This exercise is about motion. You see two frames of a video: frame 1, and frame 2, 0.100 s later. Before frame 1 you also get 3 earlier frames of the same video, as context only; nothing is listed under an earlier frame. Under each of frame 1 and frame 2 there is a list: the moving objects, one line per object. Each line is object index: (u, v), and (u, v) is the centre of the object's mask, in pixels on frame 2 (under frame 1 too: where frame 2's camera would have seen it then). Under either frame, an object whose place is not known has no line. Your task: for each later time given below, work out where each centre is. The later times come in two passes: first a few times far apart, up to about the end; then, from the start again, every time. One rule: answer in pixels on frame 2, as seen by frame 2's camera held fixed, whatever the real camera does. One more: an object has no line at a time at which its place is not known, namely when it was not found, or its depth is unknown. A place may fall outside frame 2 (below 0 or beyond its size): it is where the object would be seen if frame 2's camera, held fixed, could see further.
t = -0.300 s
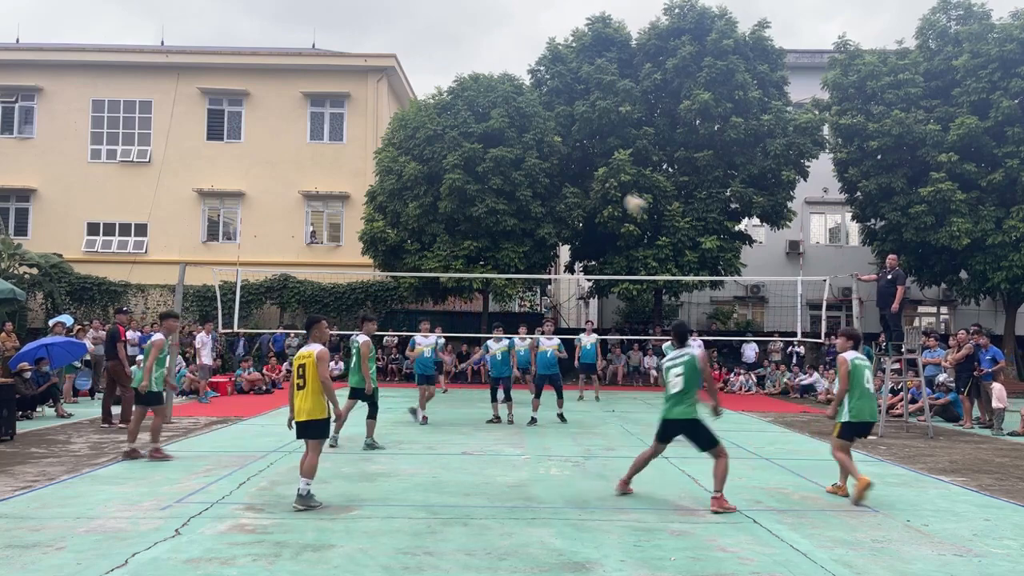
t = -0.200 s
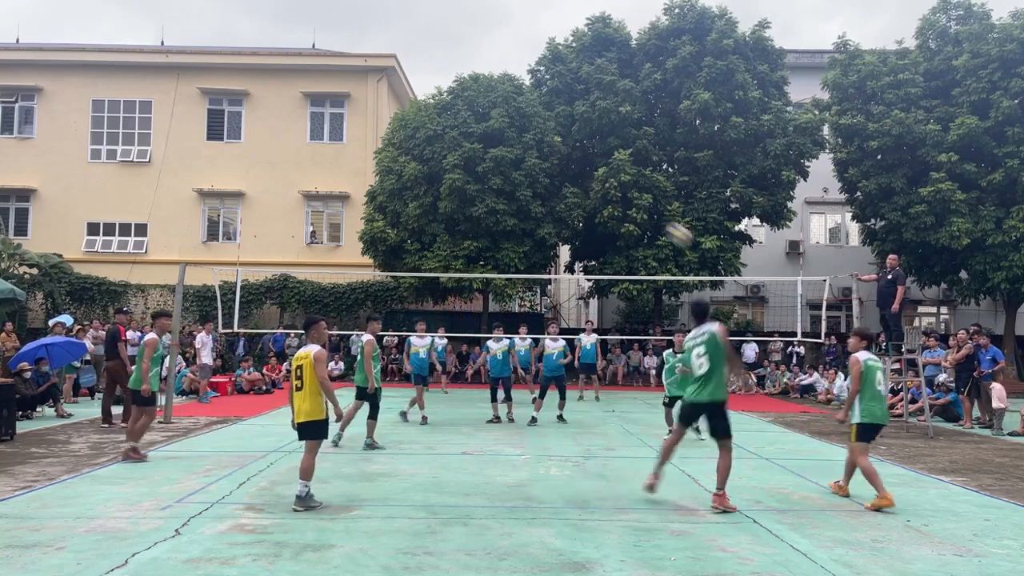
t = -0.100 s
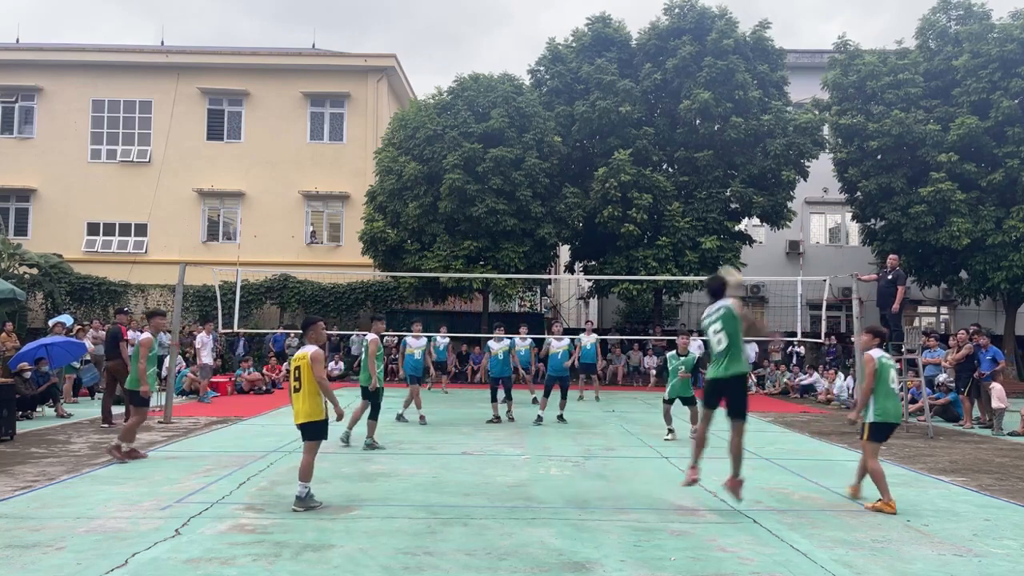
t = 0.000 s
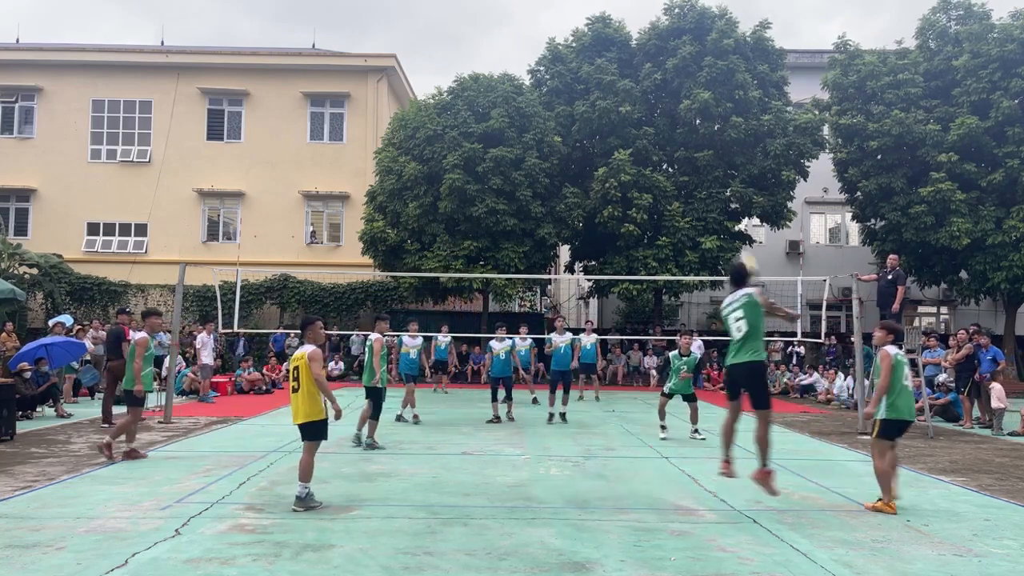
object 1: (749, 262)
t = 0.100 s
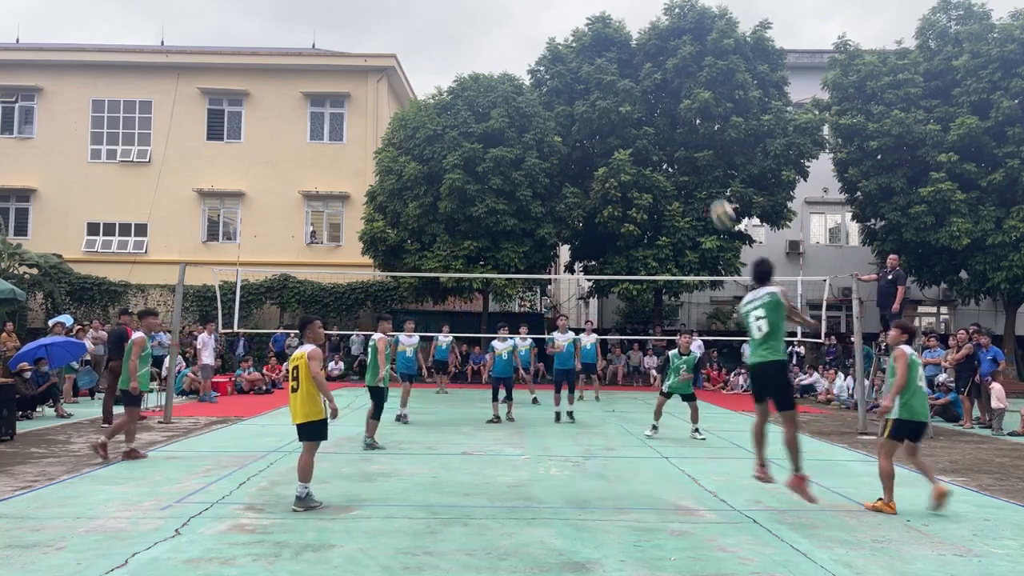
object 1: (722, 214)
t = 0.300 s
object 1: (680, 149)
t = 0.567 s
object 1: (635, 132)
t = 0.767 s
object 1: (606, 156)
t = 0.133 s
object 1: (715, 201)
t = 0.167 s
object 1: (706, 186)
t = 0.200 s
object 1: (700, 175)
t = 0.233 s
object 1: (693, 165)
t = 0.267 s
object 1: (686, 157)
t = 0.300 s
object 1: (680, 149)
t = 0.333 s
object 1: (674, 143)
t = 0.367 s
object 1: (668, 139)
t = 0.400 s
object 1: (662, 135)
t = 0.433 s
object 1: (656, 133)
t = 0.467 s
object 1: (651, 131)
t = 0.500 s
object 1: (645, 131)
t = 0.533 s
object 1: (640, 131)
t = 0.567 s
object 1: (635, 132)
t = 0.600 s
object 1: (630, 134)
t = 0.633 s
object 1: (625, 137)
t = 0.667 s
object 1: (619, 141)
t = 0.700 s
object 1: (615, 144)
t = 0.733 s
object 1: (610, 150)
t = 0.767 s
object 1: (606, 156)
